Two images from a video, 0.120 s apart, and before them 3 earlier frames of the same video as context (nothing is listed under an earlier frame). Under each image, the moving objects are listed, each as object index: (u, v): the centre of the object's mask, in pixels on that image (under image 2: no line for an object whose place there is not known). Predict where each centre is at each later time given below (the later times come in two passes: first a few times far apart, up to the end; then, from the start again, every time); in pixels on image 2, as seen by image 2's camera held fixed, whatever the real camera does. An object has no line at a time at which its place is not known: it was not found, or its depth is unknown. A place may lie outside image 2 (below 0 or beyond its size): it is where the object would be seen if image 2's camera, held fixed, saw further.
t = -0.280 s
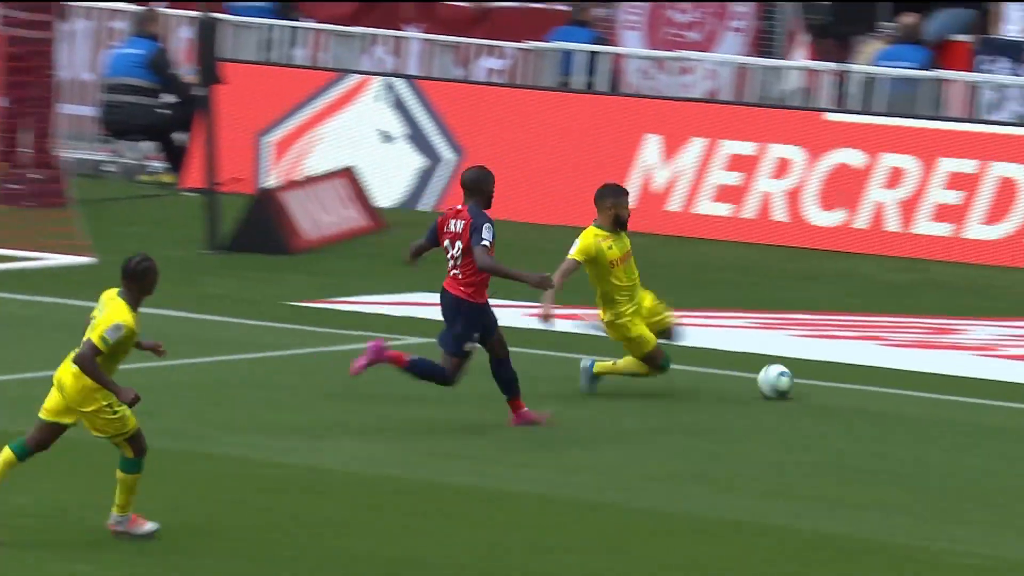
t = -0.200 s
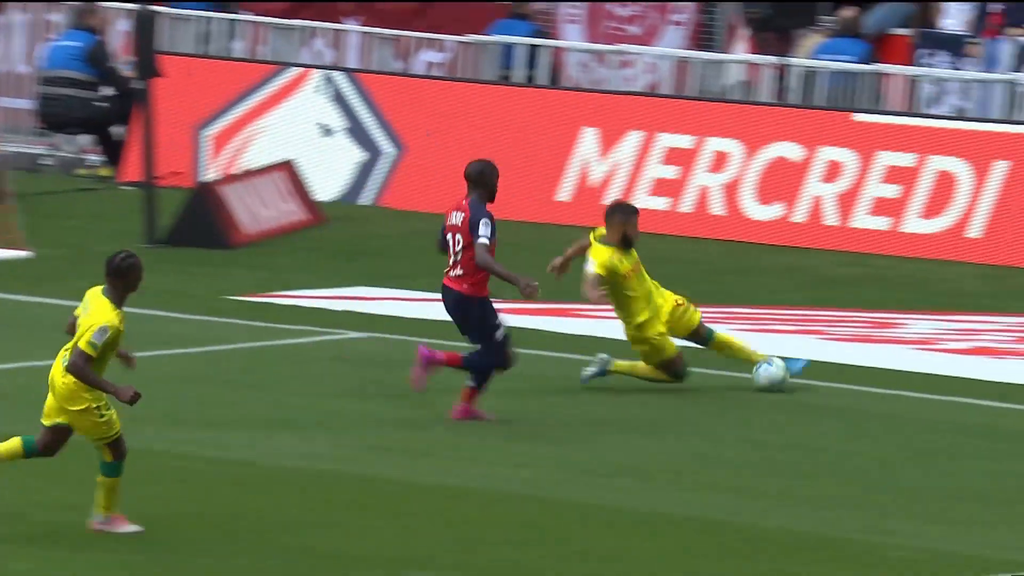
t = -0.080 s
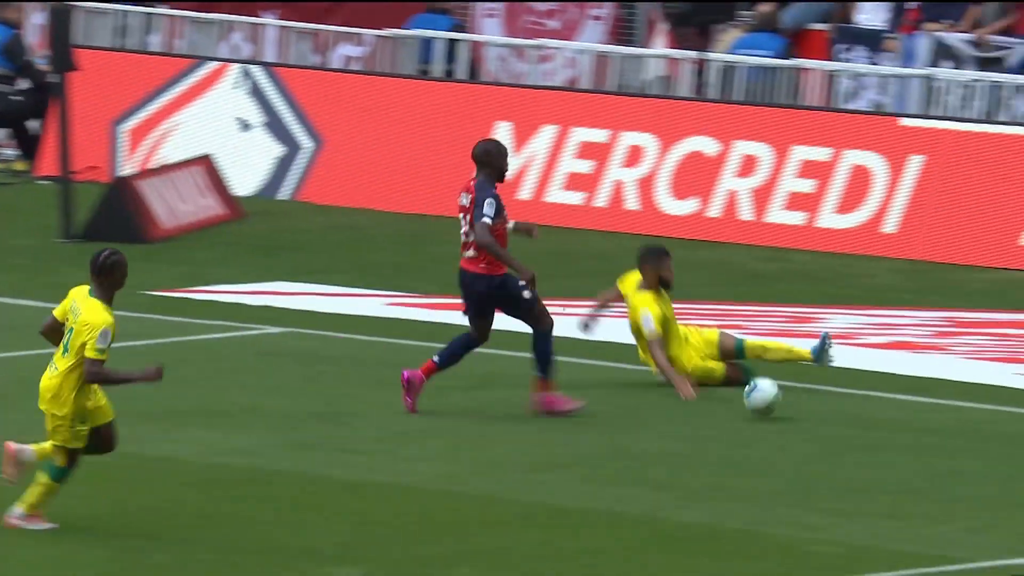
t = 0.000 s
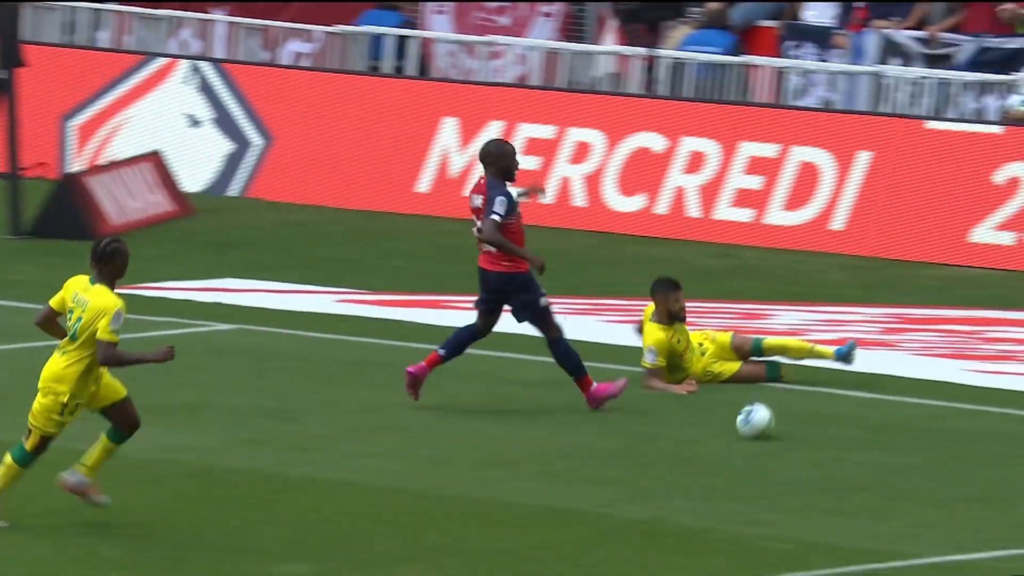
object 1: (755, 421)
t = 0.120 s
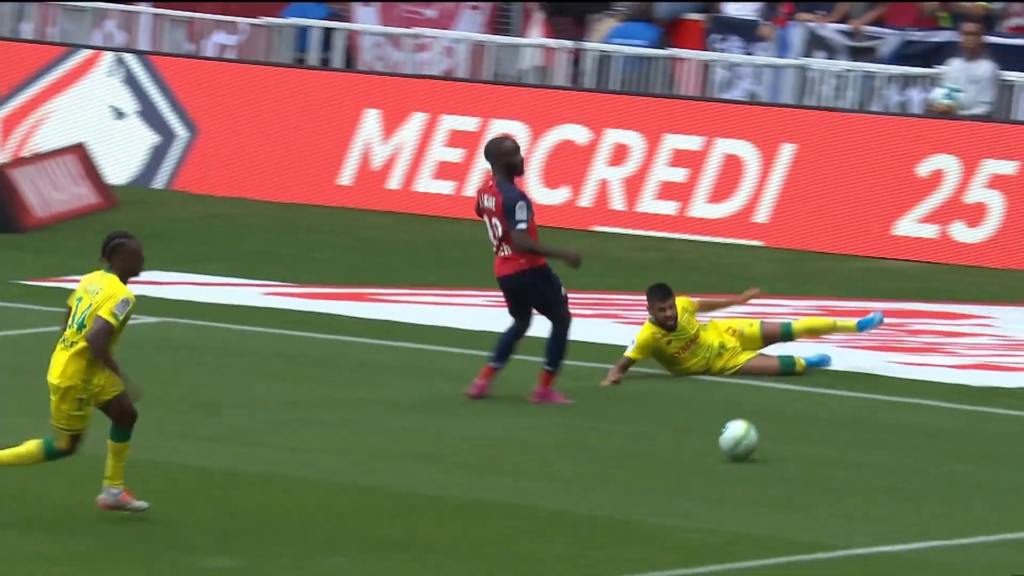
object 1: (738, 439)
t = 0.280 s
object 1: (796, 474)
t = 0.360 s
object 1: (826, 496)
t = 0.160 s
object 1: (747, 446)
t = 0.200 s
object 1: (764, 460)
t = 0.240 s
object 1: (780, 468)
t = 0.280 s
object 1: (796, 474)
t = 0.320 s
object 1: (812, 484)
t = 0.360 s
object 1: (826, 496)
